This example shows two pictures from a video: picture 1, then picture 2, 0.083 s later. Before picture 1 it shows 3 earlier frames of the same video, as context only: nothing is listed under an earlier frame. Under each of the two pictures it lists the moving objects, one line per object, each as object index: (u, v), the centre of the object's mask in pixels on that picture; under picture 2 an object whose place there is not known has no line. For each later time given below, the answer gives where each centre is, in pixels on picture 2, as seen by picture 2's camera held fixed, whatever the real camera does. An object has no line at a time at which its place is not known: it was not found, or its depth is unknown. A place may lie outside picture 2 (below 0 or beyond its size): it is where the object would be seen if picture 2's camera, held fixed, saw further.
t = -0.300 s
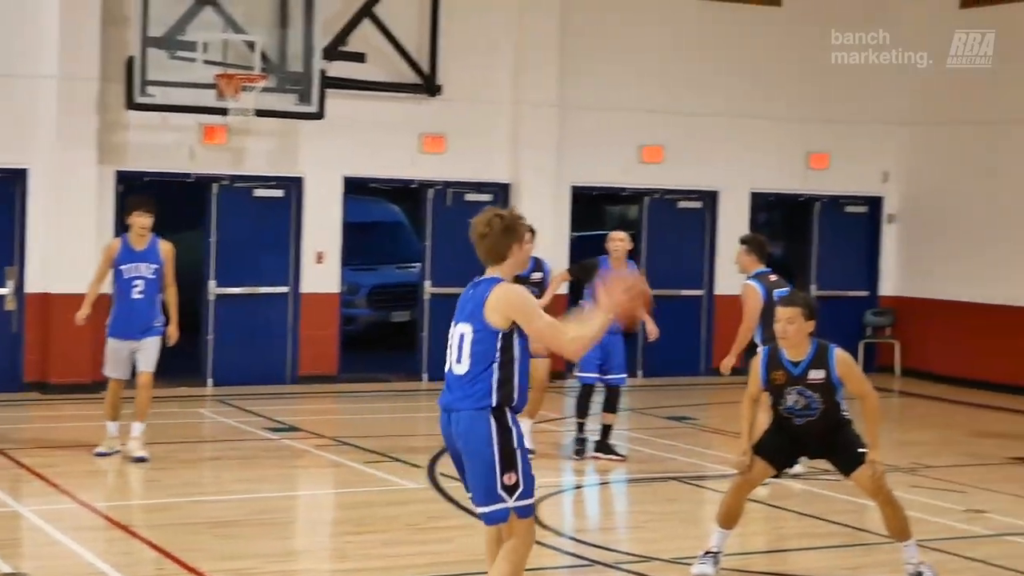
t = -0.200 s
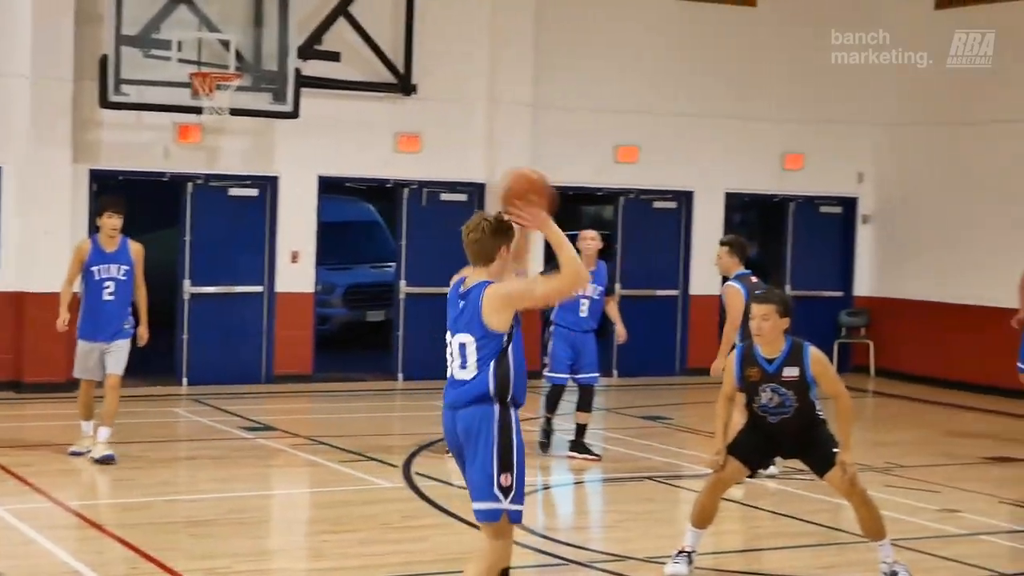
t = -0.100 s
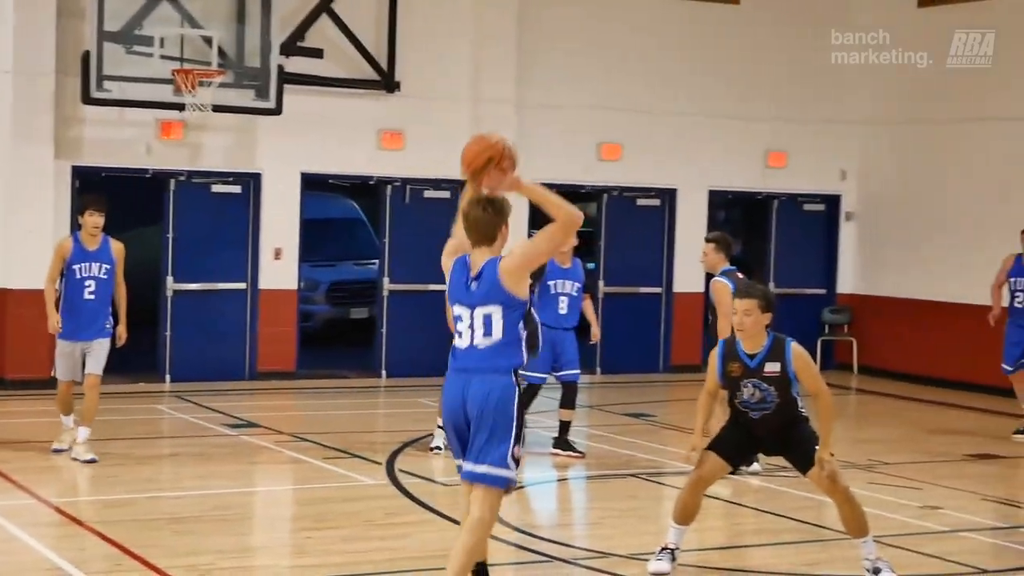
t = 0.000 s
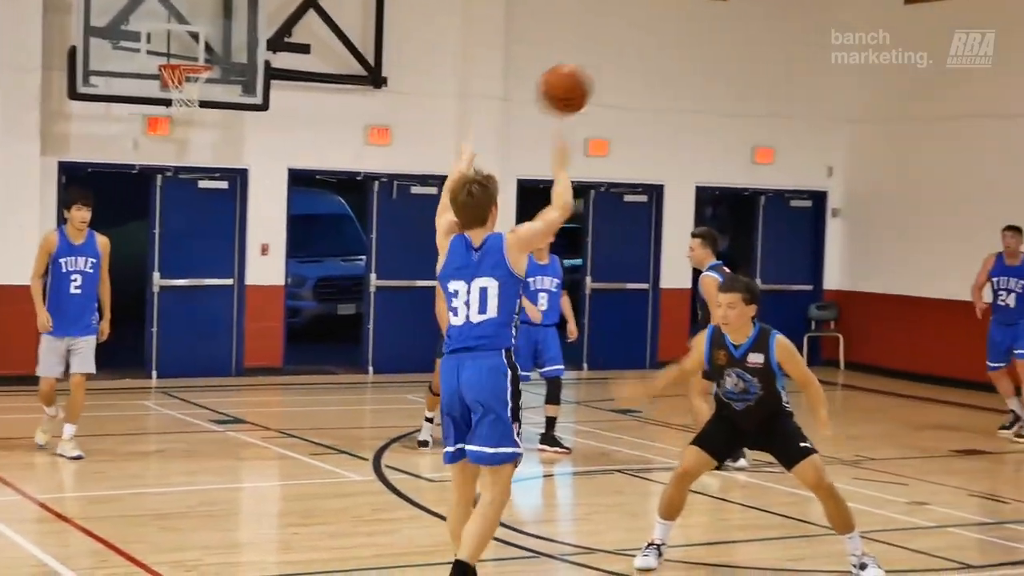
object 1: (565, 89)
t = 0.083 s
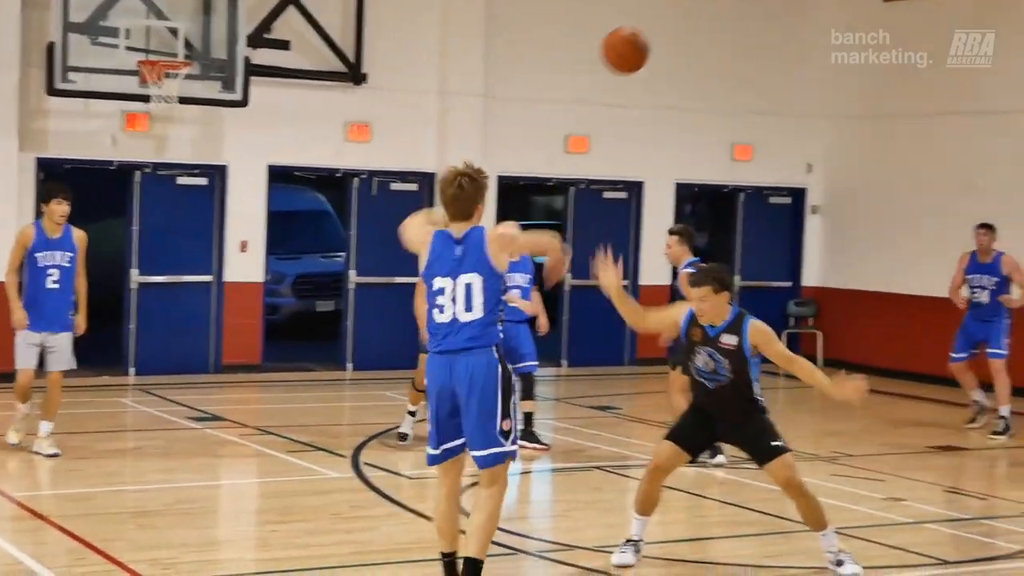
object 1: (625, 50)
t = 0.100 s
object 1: (641, 46)
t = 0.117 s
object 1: (656, 41)
